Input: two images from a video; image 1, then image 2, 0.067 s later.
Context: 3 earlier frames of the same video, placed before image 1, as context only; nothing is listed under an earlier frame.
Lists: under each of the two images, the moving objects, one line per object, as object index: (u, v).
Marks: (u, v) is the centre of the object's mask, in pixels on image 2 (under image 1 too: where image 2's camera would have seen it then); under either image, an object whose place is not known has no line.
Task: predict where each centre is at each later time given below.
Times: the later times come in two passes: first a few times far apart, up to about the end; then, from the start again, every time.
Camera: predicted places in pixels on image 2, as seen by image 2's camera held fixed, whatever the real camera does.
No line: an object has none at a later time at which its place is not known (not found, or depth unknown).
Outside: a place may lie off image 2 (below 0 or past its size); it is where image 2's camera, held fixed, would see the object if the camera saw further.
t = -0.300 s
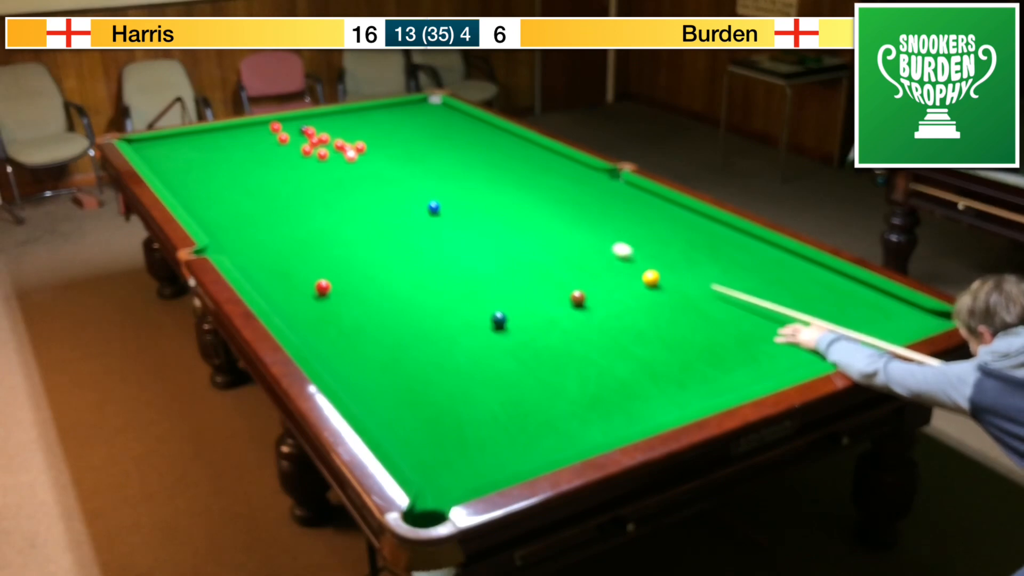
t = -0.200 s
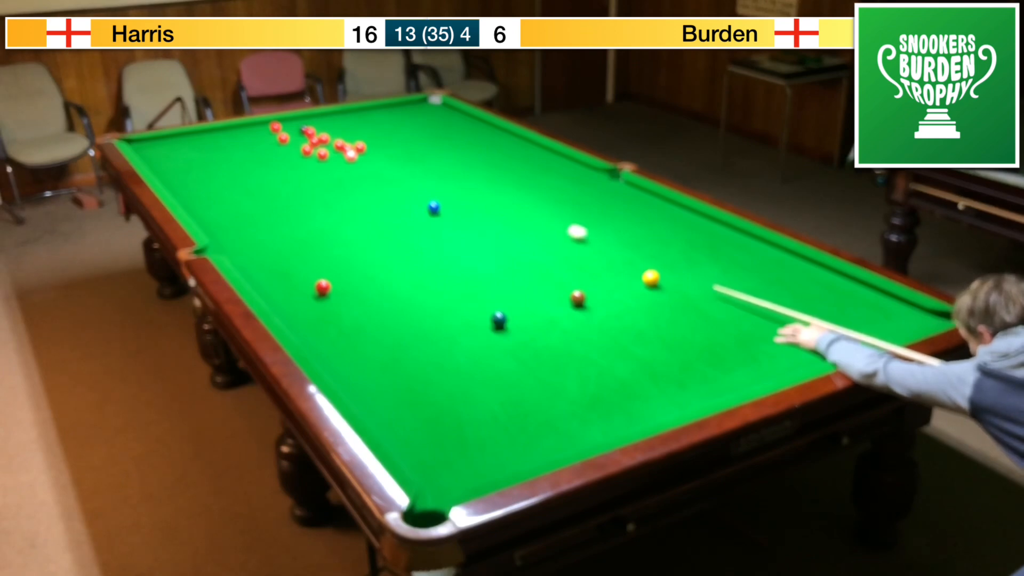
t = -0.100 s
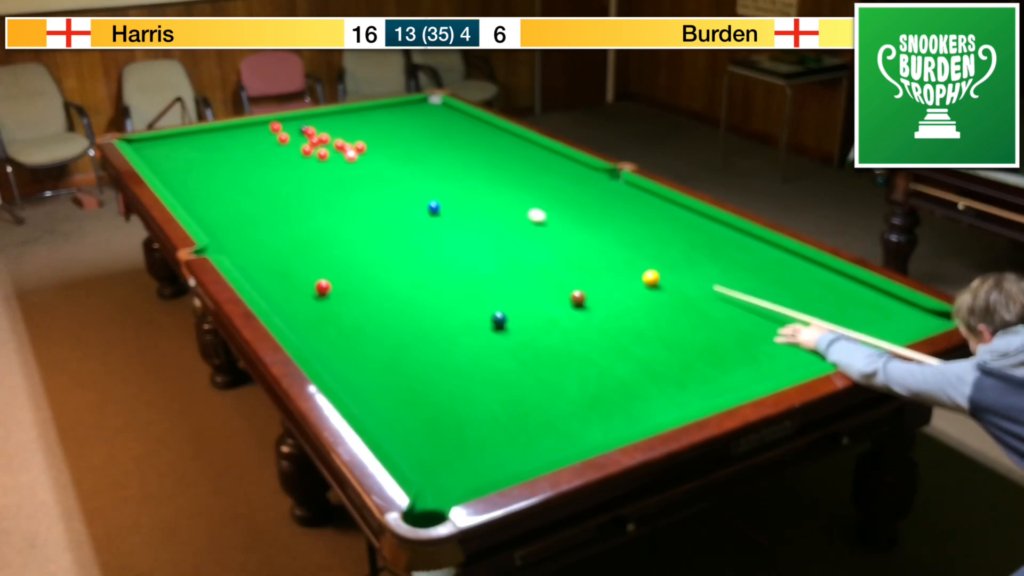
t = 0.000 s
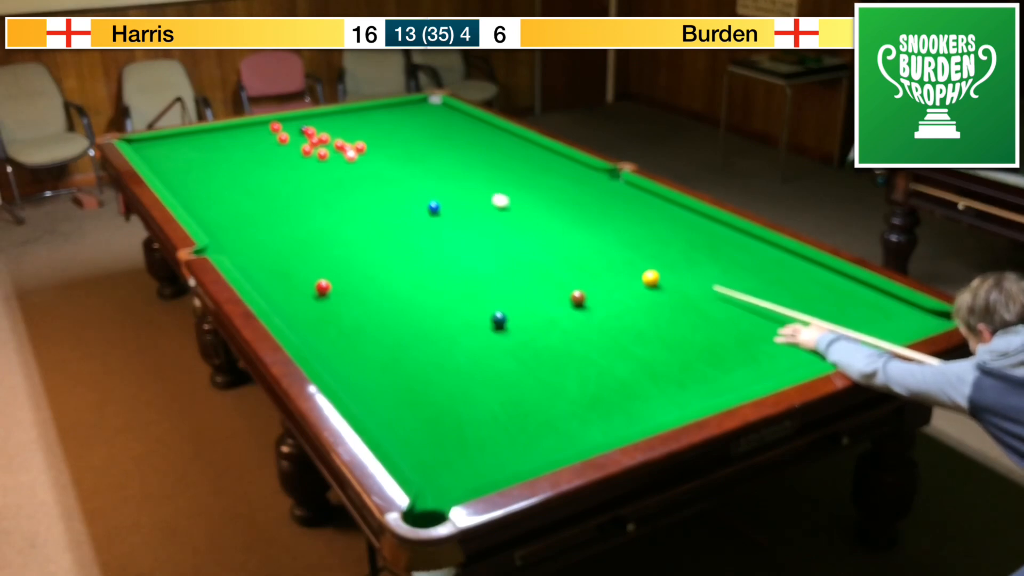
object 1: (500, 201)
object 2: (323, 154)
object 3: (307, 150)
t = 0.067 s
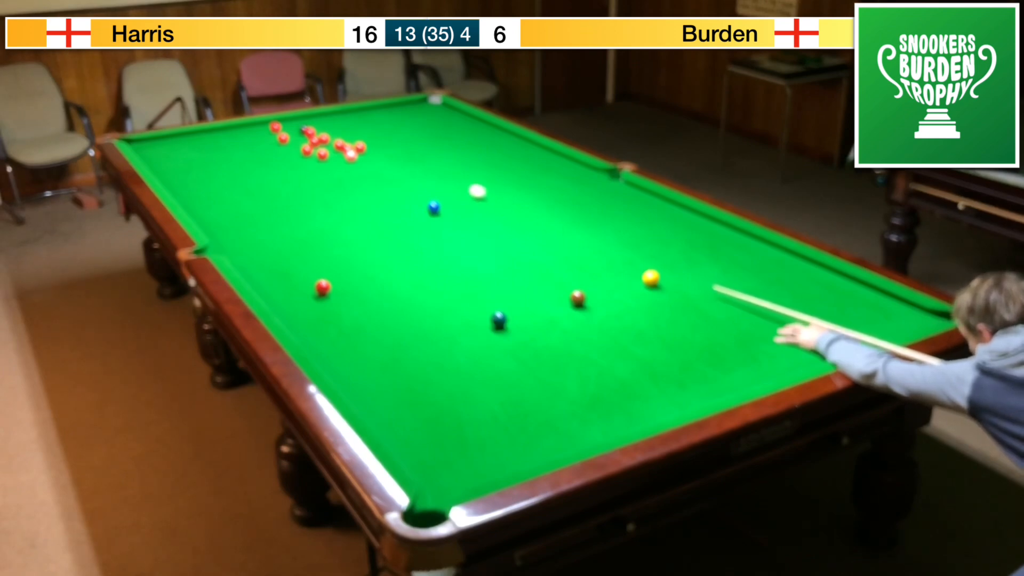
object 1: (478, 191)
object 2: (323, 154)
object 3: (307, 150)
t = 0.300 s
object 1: (407, 163)
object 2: (323, 154)
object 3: (307, 150)
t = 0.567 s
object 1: (376, 137)
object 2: (321, 155)
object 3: (307, 150)
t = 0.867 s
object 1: (375, 115)
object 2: (296, 159)
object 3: (303, 143)
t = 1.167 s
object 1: (396, 109)
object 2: (275, 164)
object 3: (275, 144)
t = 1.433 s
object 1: (430, 116)
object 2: (256, 168)
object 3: (253, 143)
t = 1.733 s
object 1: (470, 123)
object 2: (238, 172)
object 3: (231, 143)
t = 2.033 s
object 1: (502, 131)
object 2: (221, 175)
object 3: (211, 143)
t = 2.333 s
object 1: (513, 141)
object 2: (206, 178)
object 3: (193, 142)
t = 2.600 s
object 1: (522, 150)
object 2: (195, 180)
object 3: (179, 142)
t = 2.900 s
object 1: (533, 160)
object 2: (185, 182)
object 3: (165, 142)
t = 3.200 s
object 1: (543, 171)
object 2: (176, 184)
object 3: (153, 142)
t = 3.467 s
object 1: (553, 180)
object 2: (171, 184)
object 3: (144, 143)
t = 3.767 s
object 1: (563, 190)
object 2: (171, 185)
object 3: (136, 142)
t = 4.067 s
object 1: (573, 200)
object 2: (171, 185)
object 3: (129, 141)
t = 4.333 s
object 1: (582, 208)
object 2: (171, 185)
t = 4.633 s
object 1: (591, 217)
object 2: (171, 185)
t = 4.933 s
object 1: (600, 226)
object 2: (171, 184)
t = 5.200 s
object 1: (607, 233)
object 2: (171, 184)
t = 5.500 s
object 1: (615, 241)
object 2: (171, 184)
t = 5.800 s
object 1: (621, 248)
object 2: (171, 185)
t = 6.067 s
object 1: (626, 253)
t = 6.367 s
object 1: (630, 258)
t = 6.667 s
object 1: (633, 262)
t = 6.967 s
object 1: (635, 265)
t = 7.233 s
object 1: (636, 267)
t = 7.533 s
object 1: (636, 267)
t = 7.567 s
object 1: (636, 267)
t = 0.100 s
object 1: (467, 187)
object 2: (323, 154)
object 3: (307, 150)
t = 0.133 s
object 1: (456, 183)
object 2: (323, 154)
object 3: (307, 150)
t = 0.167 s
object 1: (446, 178)
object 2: (323, 154)
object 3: (307, 150)
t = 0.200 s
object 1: (436, 174)
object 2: (323, 154)
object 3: (307, 150)
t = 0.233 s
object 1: (426, 170)
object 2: (323, 154)
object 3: (307, 150)
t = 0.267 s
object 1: (416, 166)
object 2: (323, 154)
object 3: (307, 150)
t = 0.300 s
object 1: (407, 163)
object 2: (323, 154)
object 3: (307, 150)
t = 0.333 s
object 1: (398, 159)
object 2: (323, 154)
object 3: (307, 150)
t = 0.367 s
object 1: (389, 155)
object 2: (323, 154)
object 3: (308, 150)
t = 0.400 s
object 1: (381, 152)
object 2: (323, 154)
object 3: (308, 150)
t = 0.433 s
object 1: (373, 148)
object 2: (323, 154)
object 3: (307, 150)
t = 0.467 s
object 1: (372, 145)
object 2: (323, 154)
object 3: (307, 150)
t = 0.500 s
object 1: (374, 142)
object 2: (323, 154)
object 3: (307, 150)
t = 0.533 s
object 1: (375, 140)
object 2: (322, 154)
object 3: (307, 150)
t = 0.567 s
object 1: (376, 137)
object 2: (321, 155)
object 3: (307, 150)
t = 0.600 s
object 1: (376, 134)
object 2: (317, 155)
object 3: (306, 149)
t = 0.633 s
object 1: (376, 132)
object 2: (315, 156)
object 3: (306, 149)
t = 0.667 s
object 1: (376, 129)
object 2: (312, 157)
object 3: (307, 149)
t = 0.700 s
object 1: (376, 126)
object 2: (309, 158)
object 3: (307, 149)
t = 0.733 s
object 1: (376, 124)
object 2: (307, 158)
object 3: (307, 148)
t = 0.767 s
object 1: (376, 122)
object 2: (303, 159)
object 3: (308, 148)
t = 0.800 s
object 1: (376, 119)
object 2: (301, 159)
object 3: (307, 146)
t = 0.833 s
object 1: (376, 117)
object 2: (299, 159)
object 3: (305, 145)
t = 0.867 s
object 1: (375, 115)
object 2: (296, 159)
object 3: (303, 143)
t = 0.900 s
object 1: (375, 113)
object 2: (294, 160)
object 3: (300, 144)
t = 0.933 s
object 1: (375, 110)
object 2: (291, 161)
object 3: (296, 144)
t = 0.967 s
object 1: (375, 108)
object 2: (289, 161)
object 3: (293, 144)
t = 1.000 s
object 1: (375, 106)
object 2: (287, 162)
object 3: (290, 144)
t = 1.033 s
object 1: (377, 105)
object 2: (284, 162)
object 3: (287, 144)
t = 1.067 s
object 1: (382, 106)
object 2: (282, 162)
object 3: (284, 142)
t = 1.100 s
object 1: (386, 108)
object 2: (279, 163)
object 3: (281, 144)
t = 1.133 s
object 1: (391, 109)
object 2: (277, 164)
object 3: (278, 144)
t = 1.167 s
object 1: (396, 109)
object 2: (275, 164)
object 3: (275, 144)
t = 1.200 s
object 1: (400, 110)
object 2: (272, 164)
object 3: (273, 144)
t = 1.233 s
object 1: (404, 111)
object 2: (270, 165)
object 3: (270, 144)
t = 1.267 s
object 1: (409, 112)
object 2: (268, 165)
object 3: (267, 143)
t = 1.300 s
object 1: (413, 113)
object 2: (265, 166)
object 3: (264, 144)
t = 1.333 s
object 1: (417, 113)
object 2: (263, 167)
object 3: (261, 144)
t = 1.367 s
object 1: (422, 114)
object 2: (261, 167)
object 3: (259, 144)
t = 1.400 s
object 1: (426, 115)
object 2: (259, 167)
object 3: (256, 144)
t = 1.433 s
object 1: (430, 116)
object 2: (256, 168)
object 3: (253, 143)
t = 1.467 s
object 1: (435, 117)
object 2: (254, 168)
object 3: (251, 143)
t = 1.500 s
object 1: (439, 117)
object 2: (252, 169)
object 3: (248, 143)
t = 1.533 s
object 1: (443, 118)
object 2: (250, 169)
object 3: (246, 143)
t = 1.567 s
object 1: (448, 119)
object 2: (248, 170)
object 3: (243, 143)
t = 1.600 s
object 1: (452, 120)
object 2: (246, 170)
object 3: (241, 143)
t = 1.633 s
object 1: (457, 120)
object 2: (244, 170)
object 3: (238, 143)
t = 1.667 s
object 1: (461, 121)
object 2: (242, 171)
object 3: (236, 143)
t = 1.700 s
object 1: (466, 122)
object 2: (240, 171)
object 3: (233, 143)
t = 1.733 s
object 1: (470, 123)
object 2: (238, 172)
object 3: (231, 143)
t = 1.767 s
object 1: (474, 124)
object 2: (236, 172)
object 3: (229, 143)
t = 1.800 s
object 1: (479, 124)
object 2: (234, 173)
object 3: (226, 143)
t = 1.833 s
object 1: (483, 125)
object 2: (232, 173)
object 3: (224, 143)
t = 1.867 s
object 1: (488, 126)
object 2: (230, 173)
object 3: (222, 143)
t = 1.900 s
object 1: (492, 126)
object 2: (228, 174)
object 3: (219, 143)
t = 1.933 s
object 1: (497, 127)
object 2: (226, 174)
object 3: (217, 143)
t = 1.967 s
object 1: (501, 128)
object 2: (224, 174)
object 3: (215, 143)
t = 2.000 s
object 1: (501, 129)
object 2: (223, 175)
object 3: (213, 143)
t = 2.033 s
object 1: (502, 131)
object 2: (221, 175)
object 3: (211, 143)
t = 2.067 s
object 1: (504, 131)
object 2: (219, 176)
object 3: (209, 142)
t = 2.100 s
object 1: (505, 133)
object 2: (217, 176)
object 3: (206, 143)
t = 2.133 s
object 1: (506, 134)
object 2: (216, 176)
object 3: (205, 142)
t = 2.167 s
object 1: (507, 135)
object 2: (214, 177)
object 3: (203, 142)
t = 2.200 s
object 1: (508, 136)
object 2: (213, 177)
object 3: (201, 142)
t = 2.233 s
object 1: (509, 137)
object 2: (211, 177)
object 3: (199, 142)
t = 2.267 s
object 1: (511, 138)
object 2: (209, 178)
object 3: (197, 142)
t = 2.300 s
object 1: (512, 140)
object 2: (208, 178)
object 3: (194, 142)
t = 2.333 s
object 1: (513, 141)
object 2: (206, 178)
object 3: (193, 142)
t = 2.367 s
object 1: (514, 142)
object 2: (205, 178)
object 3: (191, 143)
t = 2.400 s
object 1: (515, 143)
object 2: (203, 179)
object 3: (189, 143)
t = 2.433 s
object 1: (516, 144)
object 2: (202, 179)
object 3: (188, 142)
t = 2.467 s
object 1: (518, 145)
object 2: (201, 179)
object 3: (186, 142)
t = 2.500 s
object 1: (519, 146)
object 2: (199, 180)
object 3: (184, 142)
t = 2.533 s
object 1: (520, 148)
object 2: (198, 180)
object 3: (182, 142)
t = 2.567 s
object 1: (521, 149)
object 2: (196, 180)
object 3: (180, 142)
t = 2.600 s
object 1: (522, 150)
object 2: (195, 180)
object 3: (179, 142)
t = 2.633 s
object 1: (523, 151)
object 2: (194, 181)
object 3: (177, 142)
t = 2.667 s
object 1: (525, 152)
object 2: (193, 181)
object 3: (176, 143)
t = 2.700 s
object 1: (526, 153)
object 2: (191, 181)
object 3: (174, 142)
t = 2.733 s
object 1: (527, 154)
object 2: (190, 181)
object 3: (173, 142)
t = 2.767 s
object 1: (528, 156)
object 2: (189, 182)
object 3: (171, 142)
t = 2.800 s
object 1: (529, 157)
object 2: (188, 181)
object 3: (169, 142)
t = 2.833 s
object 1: (531, 158)
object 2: (187, 182)
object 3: (168, 142)
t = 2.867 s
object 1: (532, 159)
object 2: (186, 182)
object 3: (166, 142)
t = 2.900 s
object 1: (533, 160)
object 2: (185, 182)
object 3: (165, 142)
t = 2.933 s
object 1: (534, 161)
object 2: (183, 183)
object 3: (164, 142)
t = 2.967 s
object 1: (535, 162)
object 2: (182, 183)
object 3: (162, 142)
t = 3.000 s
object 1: (536, 164)
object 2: (181, 183)
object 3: (161, 142)
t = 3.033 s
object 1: (538, 165)
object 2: (180, 183)
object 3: (160, 142)
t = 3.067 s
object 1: (539, 166)
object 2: (179, 183)
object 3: (159, 142)
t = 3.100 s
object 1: (540, 167)
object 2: (179, 184)
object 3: (157, 142)
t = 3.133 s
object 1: (541, 168)
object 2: (178, 184)
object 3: (156, 142)
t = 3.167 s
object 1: (542, 169)
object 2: (177, 184)
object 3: (154, 142)
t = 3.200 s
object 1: (543, 171)
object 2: (176, 184)
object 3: (153, 142)
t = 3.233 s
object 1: (545, 172)
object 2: (175, 184)
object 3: (152, 142)
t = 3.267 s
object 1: (546, 173)
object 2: (175, 184)
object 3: (151, 142)
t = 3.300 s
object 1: (547, 174)
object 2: (174, 184)
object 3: (149, 142)
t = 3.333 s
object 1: (548, 175)
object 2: (173, 184)
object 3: (148, 142)
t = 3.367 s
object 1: (549, 176)
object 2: (172, 184)
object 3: (147, 142)
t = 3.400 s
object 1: (550, 177)
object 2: (172, 185)
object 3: (147, 143)
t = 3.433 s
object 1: (552, 178)
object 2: (171, 184)
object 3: (145, 143)
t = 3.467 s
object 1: (553, 180)
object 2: (171, 184)
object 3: (144, 143)
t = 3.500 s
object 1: (554, 181)
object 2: (170, 184)
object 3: (143, 143)
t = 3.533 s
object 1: (555, 182)
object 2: (170, 184)
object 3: (142, 142)
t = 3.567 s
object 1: (556, 183)
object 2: (170, 184)
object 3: (141, 142)
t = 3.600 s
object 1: (557, 184)
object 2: (170, 184)
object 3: (140, 142)
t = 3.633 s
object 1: (558, 185)
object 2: (170, 184)
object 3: (139, 142)
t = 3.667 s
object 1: (560, 186)
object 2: (170, 185)
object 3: (138, 142)
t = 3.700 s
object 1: (561, 187)
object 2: (170, 184)
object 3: (138, 142)
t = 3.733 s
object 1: (562, 189)
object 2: (170, 184)
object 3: (137, 142)
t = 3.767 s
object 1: (563, 190)
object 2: (171, 185)
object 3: (136, 142)
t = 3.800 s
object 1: (564, 191)
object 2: (171, 185)
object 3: (135, 142)
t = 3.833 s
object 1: (565, 192)
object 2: (171, 185)
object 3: (134, 142)
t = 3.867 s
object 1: (567, 193)
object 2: (171, 185)
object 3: (134, 142)
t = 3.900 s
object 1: (568, 194)
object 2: (171, 185)
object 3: (133, 142)
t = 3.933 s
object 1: (569, 195)
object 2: (171, 185)
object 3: (133, 142)
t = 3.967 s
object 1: (570, 196)
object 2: (171, 185)
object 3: (132, 142)
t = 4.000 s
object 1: (571, 197)
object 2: (171, 185)
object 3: (131, 142)
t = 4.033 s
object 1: (572, 198)
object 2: (171, 185)
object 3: (130, 142)
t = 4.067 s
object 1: (573, 200)
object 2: (171, 185)
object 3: (129, 141)
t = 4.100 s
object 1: (574, 201)
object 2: (171, 185)
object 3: (130, 141)
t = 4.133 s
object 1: (576, 202)
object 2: (171, 185)
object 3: (128, 141)
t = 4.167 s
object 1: (577, 203)
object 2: (171, 185)
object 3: (128, 141)
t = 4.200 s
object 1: (578, 204)
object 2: (171, 185)
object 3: (128, 141)
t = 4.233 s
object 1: (579, 205)
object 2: (171, 185)
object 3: (128, 141)
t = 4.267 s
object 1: (580, 206)
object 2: (171, 185)
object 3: (127, 141)
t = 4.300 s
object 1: (581, 207)
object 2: (171, 185)
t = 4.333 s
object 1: (582, 208)
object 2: (171, 185)
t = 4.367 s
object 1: (583, 209)
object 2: (171, 185)
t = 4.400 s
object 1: (584, 210)
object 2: (171, 185)
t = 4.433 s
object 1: (585, 211)
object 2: (171, 185)
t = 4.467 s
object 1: (586, 212)
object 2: (171, 185)
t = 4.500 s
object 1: (587, 213)
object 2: (171, 185)
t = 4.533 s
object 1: (588, 214)
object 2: (171, 185)
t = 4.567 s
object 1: (589, 215)
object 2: (171, 185)
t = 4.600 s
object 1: (590, 216)
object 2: (171, 185)
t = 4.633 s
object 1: (591, 217)
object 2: (171, 185)
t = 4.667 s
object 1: (592, 218)
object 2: (171, 184)
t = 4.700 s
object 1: (593, 219)
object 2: (171, 185)
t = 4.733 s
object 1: (594, 220)
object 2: (171, 184)
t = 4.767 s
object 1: (595, 221)
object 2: (171, 184)
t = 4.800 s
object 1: (597, 222)
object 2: (171, 184)
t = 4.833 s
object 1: (597, 223)
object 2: (171, 184)
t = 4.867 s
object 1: (598, 224)
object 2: (171, 184)
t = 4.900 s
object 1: (599, 225)
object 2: (171, 184)
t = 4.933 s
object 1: (600, 226)
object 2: (171, 184)
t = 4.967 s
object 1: (601, 227)
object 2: (171, 184)
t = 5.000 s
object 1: (602, 228)
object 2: (171, 184)
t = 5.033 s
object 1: (603, 229)
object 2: (171, 184)
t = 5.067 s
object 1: (604, 229)
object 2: (171, 184)
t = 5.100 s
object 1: (605, 230)
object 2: (171, 184)
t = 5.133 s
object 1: (606, 231)
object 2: (171, 184)
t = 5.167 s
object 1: (607, 232)
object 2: (171, 184)
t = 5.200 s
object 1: (607, 233)
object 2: (171, 184)
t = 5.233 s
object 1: (608, 234)
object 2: (171, 184)
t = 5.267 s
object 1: (609, 235)
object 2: (171, 184)
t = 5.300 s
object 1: (610, 236)
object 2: (171, 184)
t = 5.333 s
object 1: (611, 237)
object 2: (171, 184)
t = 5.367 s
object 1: (612, 238)
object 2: (171, 184)
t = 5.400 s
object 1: (612, 238)
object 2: (171, 184)
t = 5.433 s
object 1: (613, 239)
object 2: (171, 184)
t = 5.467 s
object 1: (614, 240)
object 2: (171, 184)
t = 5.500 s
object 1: (615, 241)
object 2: (171, 184)
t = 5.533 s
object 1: (615, 242)
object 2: (171, 184)
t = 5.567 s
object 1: (616, 243)
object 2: (171, 184)
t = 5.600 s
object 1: (617, 243)
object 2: (171, 184)
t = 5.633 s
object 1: (617, 244)
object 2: (171, 184)
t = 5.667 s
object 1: (618, 245)
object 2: (171, 185)
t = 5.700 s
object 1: (619, 246)
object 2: (171, 185)
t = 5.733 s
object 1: (620, 246)
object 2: (171, 185)
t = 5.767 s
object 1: (620, 247)
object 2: (171, 185)
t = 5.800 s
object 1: (621, 248)
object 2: (171, 185)
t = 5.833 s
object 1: (622, 248)
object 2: (171, 185)
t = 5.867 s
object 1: (622, 249)
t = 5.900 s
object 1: (623, 250)
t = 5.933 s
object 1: (623, 250)
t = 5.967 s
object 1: (624, 251)
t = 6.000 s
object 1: (625, 252)
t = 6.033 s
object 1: (625, 252)
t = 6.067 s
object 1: (626, 253)
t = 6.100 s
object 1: (626, 254)
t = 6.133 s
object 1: (627, 254)
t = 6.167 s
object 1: (627, 255)
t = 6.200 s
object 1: (628, 255)
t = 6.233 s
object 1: (628, 256)
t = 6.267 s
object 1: (629, 256)
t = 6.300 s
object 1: (629, 257)
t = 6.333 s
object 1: (629, 257)
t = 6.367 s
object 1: (630, 258)
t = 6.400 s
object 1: (630, 259)
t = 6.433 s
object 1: (631, 259)
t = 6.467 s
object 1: (631, 260)
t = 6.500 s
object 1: (631, 260)
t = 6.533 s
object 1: (632, 261)
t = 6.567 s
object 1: (632, 261)
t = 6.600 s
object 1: (632, 261)
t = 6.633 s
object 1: (632, 262)
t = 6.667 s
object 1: (633, 262)
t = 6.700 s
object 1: (633, 262)
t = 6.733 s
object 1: (633, 263)
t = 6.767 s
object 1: (634, 263)
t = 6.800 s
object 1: (634, 264)
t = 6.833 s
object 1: (634, 264)
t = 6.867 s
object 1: (634, 264)
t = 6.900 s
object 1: (634, 265)
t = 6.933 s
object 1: (635, 265)
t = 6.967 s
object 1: (635, 265)
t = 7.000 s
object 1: (635, 265)
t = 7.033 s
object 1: (635, 266)
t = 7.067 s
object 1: (635, 266)
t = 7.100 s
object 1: (635, 266)
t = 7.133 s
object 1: (635, 266)
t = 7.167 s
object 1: (635, 266)
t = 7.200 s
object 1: (636, 267)
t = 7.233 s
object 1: (636, 267)
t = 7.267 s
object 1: (636, 267)
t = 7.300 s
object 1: (636, 267)
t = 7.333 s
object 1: (636, 267)
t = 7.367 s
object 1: (636, 267)
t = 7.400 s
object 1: (636, 267)
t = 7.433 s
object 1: (636, 267)
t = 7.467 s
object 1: (636, 267)
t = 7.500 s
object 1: (636, 267)
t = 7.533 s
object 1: (636, 267)
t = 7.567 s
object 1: (636, 267)
